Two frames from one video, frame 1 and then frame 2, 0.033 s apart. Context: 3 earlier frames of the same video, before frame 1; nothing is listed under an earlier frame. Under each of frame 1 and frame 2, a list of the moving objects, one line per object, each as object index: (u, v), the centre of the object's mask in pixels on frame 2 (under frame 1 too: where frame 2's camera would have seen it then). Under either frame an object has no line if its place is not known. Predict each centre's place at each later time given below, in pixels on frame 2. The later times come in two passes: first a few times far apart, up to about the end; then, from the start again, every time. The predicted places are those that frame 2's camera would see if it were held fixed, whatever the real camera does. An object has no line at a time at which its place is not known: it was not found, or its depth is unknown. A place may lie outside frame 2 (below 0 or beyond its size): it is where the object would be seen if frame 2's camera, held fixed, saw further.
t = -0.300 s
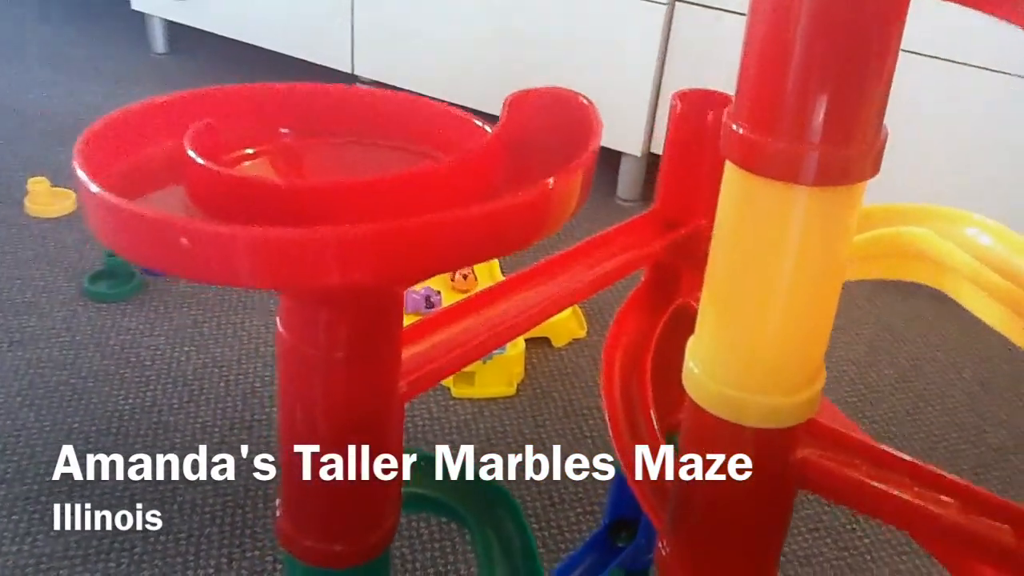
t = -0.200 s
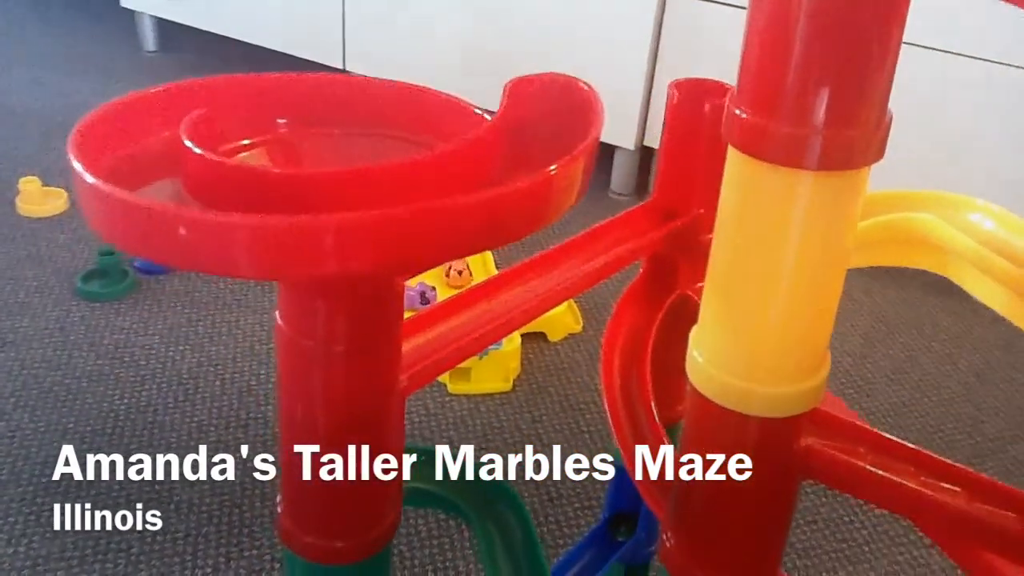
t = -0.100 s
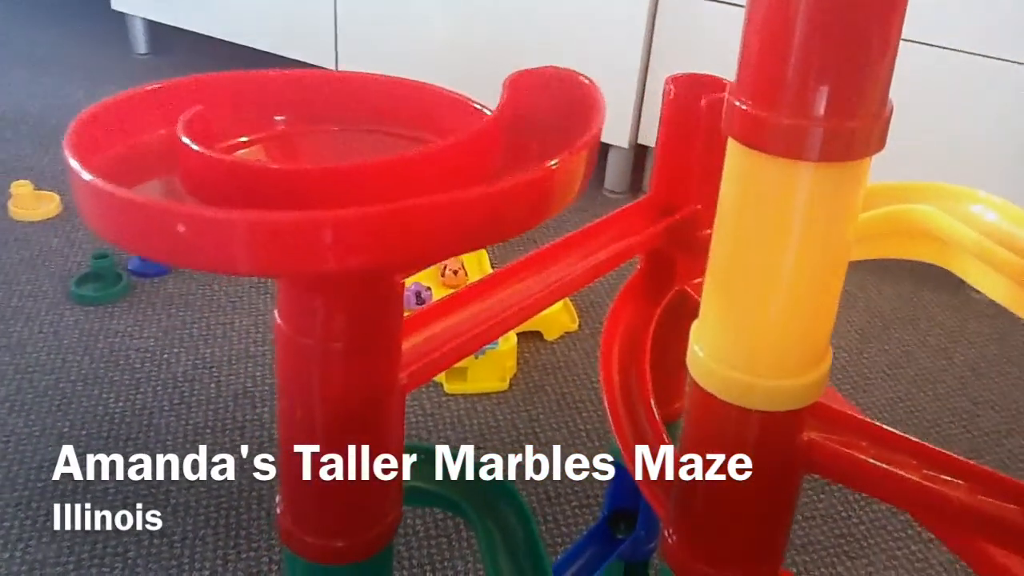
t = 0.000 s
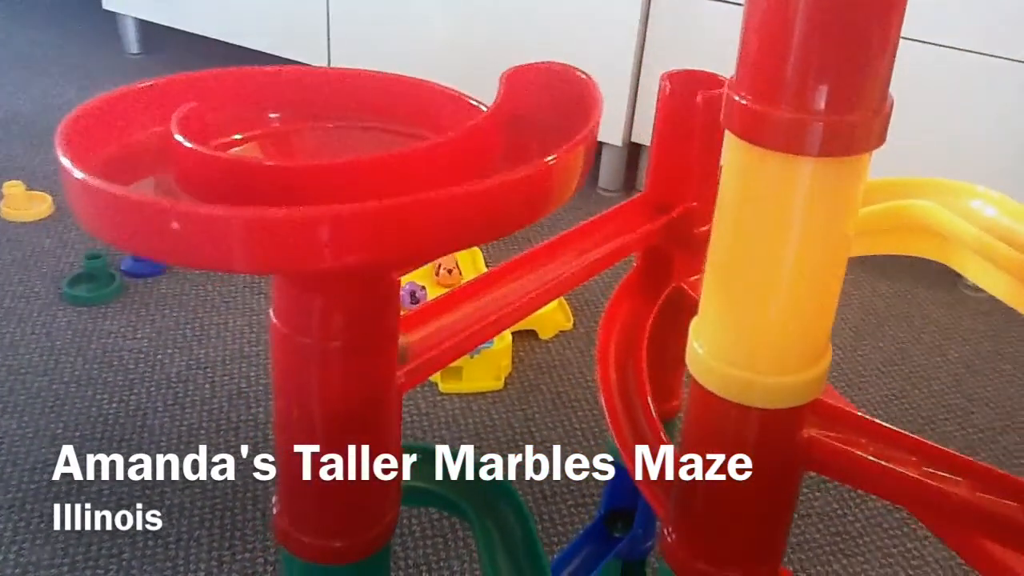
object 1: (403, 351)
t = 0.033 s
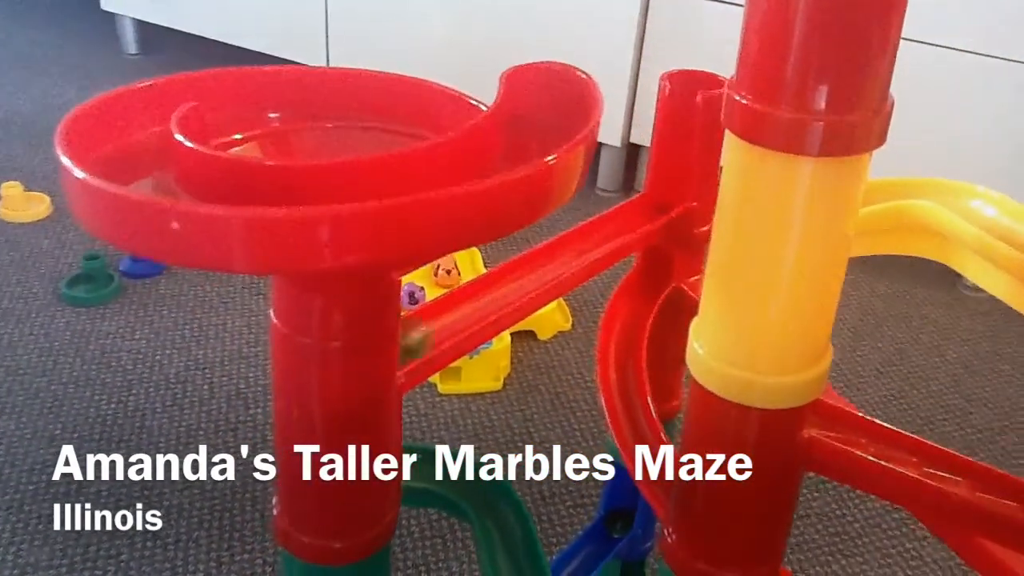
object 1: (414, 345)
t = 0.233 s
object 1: (538, 269)
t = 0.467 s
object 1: (678, 196)
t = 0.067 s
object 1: (425, 332)
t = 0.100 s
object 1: (451, 318)
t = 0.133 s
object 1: (472, 305)
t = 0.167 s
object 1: (499, 297)
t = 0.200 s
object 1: (518, 280)
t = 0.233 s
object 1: (538, 269)
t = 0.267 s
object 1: (566, 258)
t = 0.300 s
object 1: (583, 244)
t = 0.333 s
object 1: (605, 235)
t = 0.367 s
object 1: (628, 224)
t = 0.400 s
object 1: (649, 209)
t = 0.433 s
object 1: (666, 203)
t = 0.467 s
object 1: (678, 196)
